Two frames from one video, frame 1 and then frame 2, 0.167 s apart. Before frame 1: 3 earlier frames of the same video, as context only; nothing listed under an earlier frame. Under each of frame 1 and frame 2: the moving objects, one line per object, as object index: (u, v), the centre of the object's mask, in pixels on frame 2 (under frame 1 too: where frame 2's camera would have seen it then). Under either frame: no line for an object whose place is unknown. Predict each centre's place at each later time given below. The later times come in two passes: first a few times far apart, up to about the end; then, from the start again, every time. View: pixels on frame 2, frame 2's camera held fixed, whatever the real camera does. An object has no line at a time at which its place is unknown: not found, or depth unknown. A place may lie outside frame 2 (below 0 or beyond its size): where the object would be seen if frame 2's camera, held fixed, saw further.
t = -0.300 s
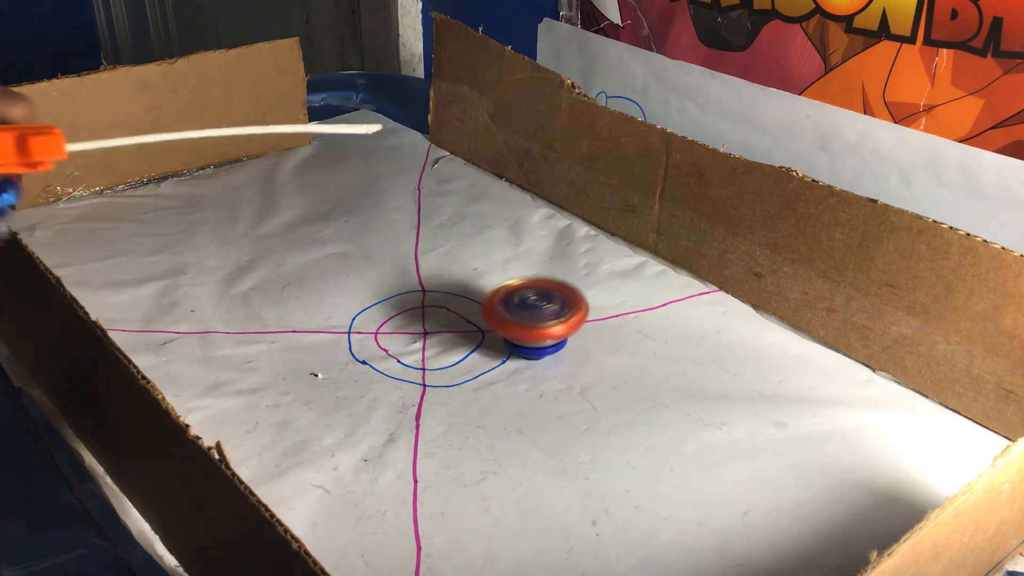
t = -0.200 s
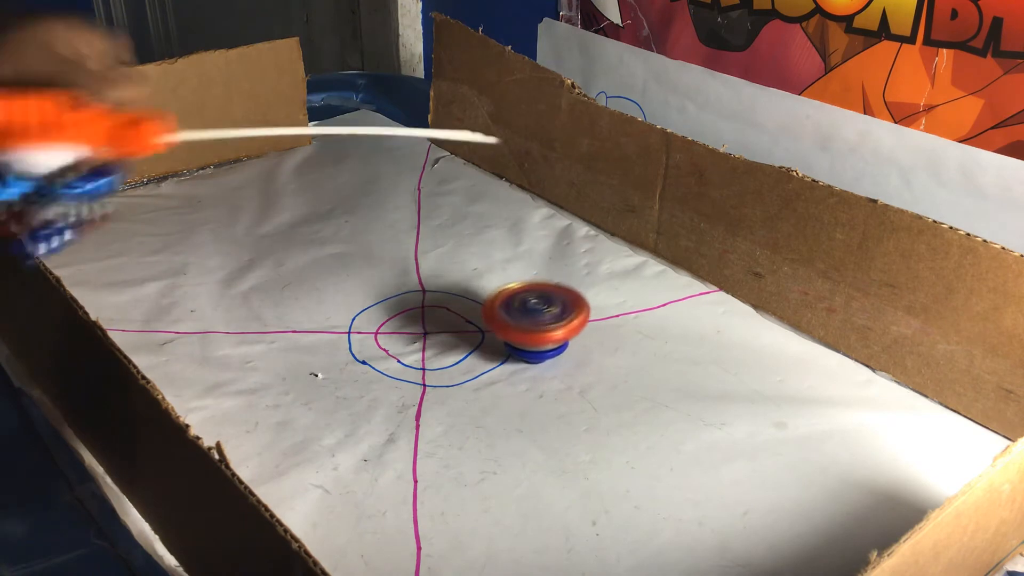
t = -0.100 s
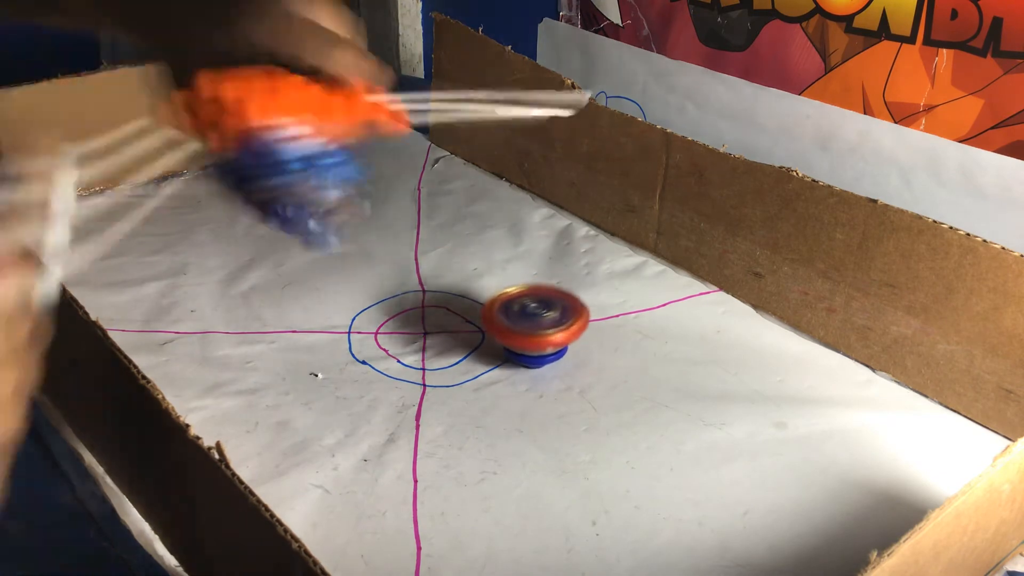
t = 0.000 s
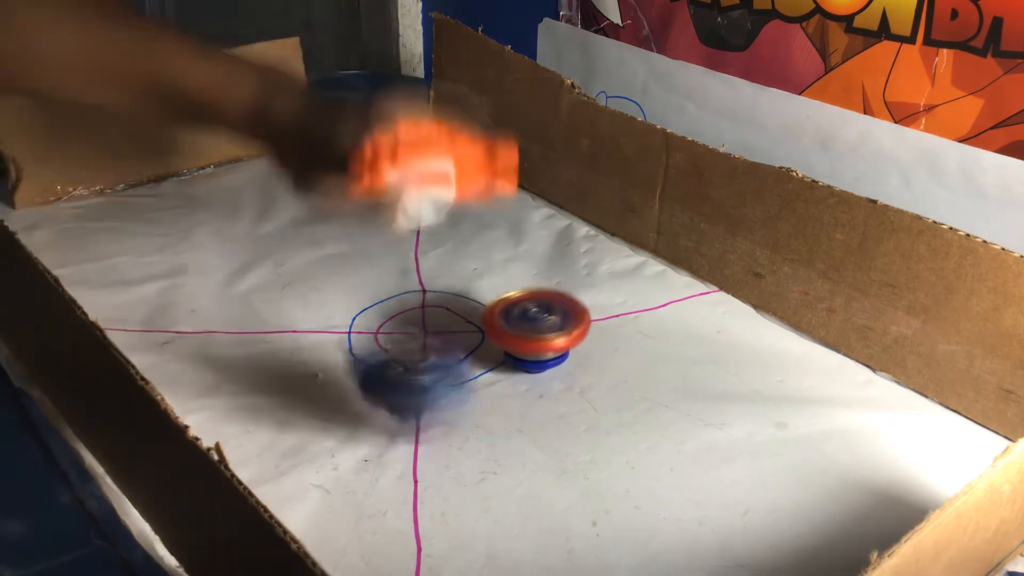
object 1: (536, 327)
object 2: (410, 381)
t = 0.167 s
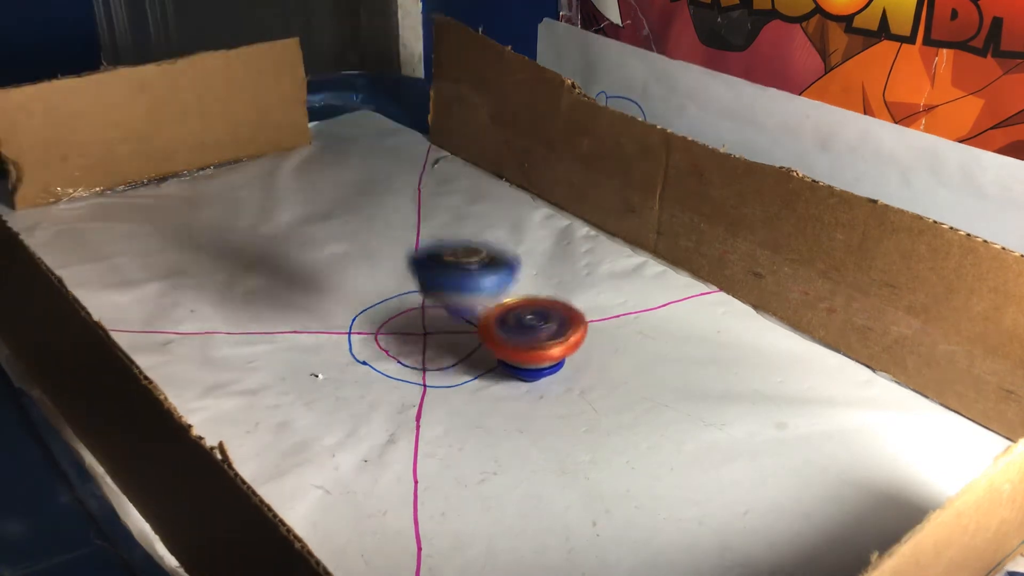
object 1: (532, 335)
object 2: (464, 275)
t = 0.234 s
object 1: (602, 349)
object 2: (431, 287)
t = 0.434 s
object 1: (817, 445)
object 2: (284, 216)
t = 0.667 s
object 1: (844, 445)
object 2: (159, 172)
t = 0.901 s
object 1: (705, 362)
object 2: (60, 201)
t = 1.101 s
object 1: (603, 298)
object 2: (30, 211)
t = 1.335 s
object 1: (475, 243)
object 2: (47, 222)
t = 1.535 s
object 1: (369, 236)
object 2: (73, 238)
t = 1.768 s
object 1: (306, 230)
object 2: (154, 270)
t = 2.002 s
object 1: (277, 216)
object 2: (291, 300)
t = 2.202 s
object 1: (264, 203)
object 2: (409, 321)
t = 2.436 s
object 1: (241, 199)
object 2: (560, 306)
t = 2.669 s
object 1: (231, 213)
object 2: (631, 259)
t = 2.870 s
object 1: (233, 231)
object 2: (581, 235)
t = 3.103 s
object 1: (240, 244)
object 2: (519, 253)
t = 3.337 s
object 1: (253, 247)
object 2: (542, 323)
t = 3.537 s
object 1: (256, 254)
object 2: (598, 356)
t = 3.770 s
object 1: (242, 272)
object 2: (663, 382)
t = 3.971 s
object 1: (233, 296)
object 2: (699, 404)
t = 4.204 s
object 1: (270, 347)
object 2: (710, 414)
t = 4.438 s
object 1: (372, 380)
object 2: (676, 408)
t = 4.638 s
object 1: (462, 373)
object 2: (602, 400)
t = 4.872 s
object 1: (343, 292)
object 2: (640, 441)
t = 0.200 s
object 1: (554, 342)
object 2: (458, 284)
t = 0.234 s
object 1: (602, 349)
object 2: (431, 287)
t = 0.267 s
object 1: (648, 372)
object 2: (402, 279)
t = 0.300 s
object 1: (688, 386)
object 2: (374, 248)
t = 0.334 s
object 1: (724, 401)
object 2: (350, 233)
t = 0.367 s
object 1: (756, 416)
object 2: (325, 236)
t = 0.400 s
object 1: (787, 430)
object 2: (304, 231)
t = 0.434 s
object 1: (817, 445)
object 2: (284, 216)
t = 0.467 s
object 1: (846, 461)
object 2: (264, 215)
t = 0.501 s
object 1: (875, 478)
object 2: (245, 206)
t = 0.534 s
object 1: (894, 487)
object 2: (230, 199)
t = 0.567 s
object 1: (900, 490)
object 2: (212, 191)
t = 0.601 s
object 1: (884, 477)
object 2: (194, 184)
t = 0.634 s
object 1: (864, 461)
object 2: (176, 177)
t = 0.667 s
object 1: (844, 445)
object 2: (159, 172)
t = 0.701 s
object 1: (823, 431)
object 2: (139, 169)
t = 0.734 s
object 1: (802, 417)
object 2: (127, 177)
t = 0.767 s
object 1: (782, 404)
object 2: (114, 184)
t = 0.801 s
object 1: (764, 394)
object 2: (98, 190)
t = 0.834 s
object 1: (745, 384)
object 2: (84, 195)
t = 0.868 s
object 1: (726, 373)
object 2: (73, 199)
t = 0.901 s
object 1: (705, 362)
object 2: (60, 201)
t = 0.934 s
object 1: (690, 352)
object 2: (48, 204)
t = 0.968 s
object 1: (674, 341)
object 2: (42, 206)
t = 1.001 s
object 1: (656, 329)
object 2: (38, 207)
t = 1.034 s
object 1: (638, 319)
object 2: (34, 208)
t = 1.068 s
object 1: (622, 309)
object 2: (33, 209)
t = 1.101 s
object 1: (603, 298)
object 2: (30, 211)
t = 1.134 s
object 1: (586, 289)
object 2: (27, 215)
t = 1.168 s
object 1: (569, 279)
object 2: (28, 215)
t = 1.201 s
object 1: (550, 269)
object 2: (34, 214)
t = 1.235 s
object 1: (533, 261)
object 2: (36, 217)
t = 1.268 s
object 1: (513, 252)
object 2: (39, 220)
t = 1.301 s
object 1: (492, 247)
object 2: (43, 221)
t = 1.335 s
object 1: (475, 243)
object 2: (47, 222)
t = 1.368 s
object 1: (454, 240)
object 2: (51, 225)
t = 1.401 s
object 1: (436, 239)
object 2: (54, 228)
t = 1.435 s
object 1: (418, 237)
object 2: (57, 230)
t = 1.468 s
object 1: (401, 237)
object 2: (62, 231)
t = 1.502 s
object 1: (385, 236)
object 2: (67, 233)
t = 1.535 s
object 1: (369, 236)
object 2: (73, 238)
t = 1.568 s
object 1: (357, 236)
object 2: (79, 240)
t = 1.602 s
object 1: (346, 236)
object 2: (87, 244)
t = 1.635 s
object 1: (338, 236)
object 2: (98, 248)
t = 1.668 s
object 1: (329, 235)
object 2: (111, 253)
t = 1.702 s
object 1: (321, 234)
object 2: (124, 258)
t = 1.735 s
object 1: (312, 232)
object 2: (138, 264)
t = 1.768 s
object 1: (306, 230)
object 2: (154, 270)
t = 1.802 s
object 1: (300, 226)
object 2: (171, 277)
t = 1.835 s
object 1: (295, 224)
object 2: (189, 282)
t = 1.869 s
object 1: (289, 221)
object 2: (209, 286)
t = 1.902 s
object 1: (286, 220)
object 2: (232, 289)
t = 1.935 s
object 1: (282, 218)
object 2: (254, 293)
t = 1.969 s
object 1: (279, 217)
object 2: (275, 295)
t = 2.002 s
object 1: (277, 216)
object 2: (291, 300)
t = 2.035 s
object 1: (274, 214)
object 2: (307, 307)
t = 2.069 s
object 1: (273, 212)
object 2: (323, 310)
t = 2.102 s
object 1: (271, 210)
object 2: (343, 313)
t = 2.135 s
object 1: (269, 207)
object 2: (363, 316)
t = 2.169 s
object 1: (267, 205)
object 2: (385, 319)
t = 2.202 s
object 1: (264, 203)
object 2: (409, 321)
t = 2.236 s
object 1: (261, 201)
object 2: (431, 322)
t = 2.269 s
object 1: (258, 200)
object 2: (455, 321)
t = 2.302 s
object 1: (254, 199)
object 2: (477, 320)
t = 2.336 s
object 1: (252, 198)
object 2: (499, 318)
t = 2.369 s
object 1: (248, 198)
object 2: (520, 315)
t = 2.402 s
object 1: (244, 198)
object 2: (542, 310)
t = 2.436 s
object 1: (241, 199)
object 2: (560, 306)
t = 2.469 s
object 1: (239, 200)
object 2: (575, 301)
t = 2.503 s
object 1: (235, 202)
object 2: (589, 294)
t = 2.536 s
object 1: (233, 204)
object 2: (602, 288)
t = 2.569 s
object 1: (233, 206)
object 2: (615, 279)
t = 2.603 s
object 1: (231, 209)
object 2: (623, 272)
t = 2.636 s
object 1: (230, 211)
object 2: (629, 266)
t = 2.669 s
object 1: (231, 213)
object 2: (631, 259)
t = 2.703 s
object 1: (231, 217)
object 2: (630, 253)
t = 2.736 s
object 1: (231, 219)
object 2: (625, 248)
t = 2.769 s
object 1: (231, 221)
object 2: (616, 244)
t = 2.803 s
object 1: (231, 224)
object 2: (605, 240)
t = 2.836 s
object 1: (232, 228)
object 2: (593, 237)
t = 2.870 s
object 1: (233, 231)
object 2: (581, 235)
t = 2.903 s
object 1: (232, 234)
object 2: (568, 233)
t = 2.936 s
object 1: (234, 237)
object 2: (556, 232)
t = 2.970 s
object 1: (236, 239)
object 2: (546, 233)
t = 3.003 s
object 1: (238, 240)
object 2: (536, 234)
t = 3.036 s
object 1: (238, 242)
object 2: (529, 238)
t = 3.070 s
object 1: (239, 243)
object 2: (523, 246)
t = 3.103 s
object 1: (240, 244)
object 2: (519, 253)
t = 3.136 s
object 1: (241, 244)
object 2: (517, 262)
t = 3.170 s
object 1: (242, 245)
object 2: (515, 273)
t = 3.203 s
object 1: (244, 245)
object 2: (516, 283)
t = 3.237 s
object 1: (247, 246)
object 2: (520, 295)
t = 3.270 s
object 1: (249, 246)
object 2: (526, 305)
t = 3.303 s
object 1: (251, 247)
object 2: (534, 316)
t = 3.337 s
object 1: (253, 247)
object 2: (542, 323)
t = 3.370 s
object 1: (254, 248)
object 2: (551, 331)
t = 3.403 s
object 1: (255, 249)
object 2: (560, 339)
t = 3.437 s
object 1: (255, 250)
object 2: (570, 344)
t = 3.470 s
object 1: (256, 251)
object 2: (578, 349)
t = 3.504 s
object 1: (256, 253)
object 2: (587, 355)
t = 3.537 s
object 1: (256, 254)
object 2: (598, 356)
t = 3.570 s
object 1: (255, 256)
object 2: (608, 360)
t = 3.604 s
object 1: (254, 258)
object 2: (618, 363)
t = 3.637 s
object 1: (252, 260)
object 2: (628, 367)
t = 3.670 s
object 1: (250, 263)
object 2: (638, 370)
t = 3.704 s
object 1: (247, 266)
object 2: (647, 374)
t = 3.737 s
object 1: (245, 269)
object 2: (656, 378)
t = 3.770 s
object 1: (242, 272)
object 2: (663, 382)
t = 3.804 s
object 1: (239, 275)
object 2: (671, 386)
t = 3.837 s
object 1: (235, 279)
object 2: (678, 390)
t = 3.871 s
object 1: (233, 283)
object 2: (685, 395)
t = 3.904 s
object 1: (232, 287)
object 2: (690, 398)
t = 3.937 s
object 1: (232, 291)
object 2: (696, 401)
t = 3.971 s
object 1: (233, 296)
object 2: (699, 404)
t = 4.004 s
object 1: (236, 301)
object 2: (703, 406)
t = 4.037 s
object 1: (238, 308)
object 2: (705, 408)
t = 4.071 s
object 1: (239, 316)
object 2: (707, 409)
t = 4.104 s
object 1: (243, 324)
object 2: (709, 411)
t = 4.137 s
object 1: (250, 332)
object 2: (709, 412)
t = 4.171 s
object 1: (260, 340)
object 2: (710, 414)
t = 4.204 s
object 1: (270, 347)
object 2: (710, 414)
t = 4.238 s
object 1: (284, 355)
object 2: (709, 415)
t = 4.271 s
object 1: (296, 360)
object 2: (707, 414)
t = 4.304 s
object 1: (312, 366)
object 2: (704, 414)
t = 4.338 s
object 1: (325, 371)
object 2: (699, 413)
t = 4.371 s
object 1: (341, 376)
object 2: (693, 411)
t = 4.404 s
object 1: (356, 378)
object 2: (685, 410)
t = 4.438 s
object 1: (372, 380)
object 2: (676, 408)
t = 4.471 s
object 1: (390, 382)
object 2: (665, 406)
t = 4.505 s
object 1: (406, 382)
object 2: (653, 405)
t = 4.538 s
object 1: (422, 380)
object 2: (642, 403)
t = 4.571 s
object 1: (437, 379)
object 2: (629, 402)
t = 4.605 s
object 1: (451, 376)
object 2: (616, 400)
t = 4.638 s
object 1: (462, 373)
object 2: (602, 400)
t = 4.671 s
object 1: (470, 372)
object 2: (588, 399)
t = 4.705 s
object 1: (451, 355)
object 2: (597, 406)
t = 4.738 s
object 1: (422, 339)
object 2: (607, 415)
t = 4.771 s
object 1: (400, 324)
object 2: (616, 421)
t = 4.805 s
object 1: (380, 313)
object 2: (625, 428)
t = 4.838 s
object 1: (360, 302)
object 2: (633, 435)
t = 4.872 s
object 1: (343, 292)
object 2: (640, 441)
